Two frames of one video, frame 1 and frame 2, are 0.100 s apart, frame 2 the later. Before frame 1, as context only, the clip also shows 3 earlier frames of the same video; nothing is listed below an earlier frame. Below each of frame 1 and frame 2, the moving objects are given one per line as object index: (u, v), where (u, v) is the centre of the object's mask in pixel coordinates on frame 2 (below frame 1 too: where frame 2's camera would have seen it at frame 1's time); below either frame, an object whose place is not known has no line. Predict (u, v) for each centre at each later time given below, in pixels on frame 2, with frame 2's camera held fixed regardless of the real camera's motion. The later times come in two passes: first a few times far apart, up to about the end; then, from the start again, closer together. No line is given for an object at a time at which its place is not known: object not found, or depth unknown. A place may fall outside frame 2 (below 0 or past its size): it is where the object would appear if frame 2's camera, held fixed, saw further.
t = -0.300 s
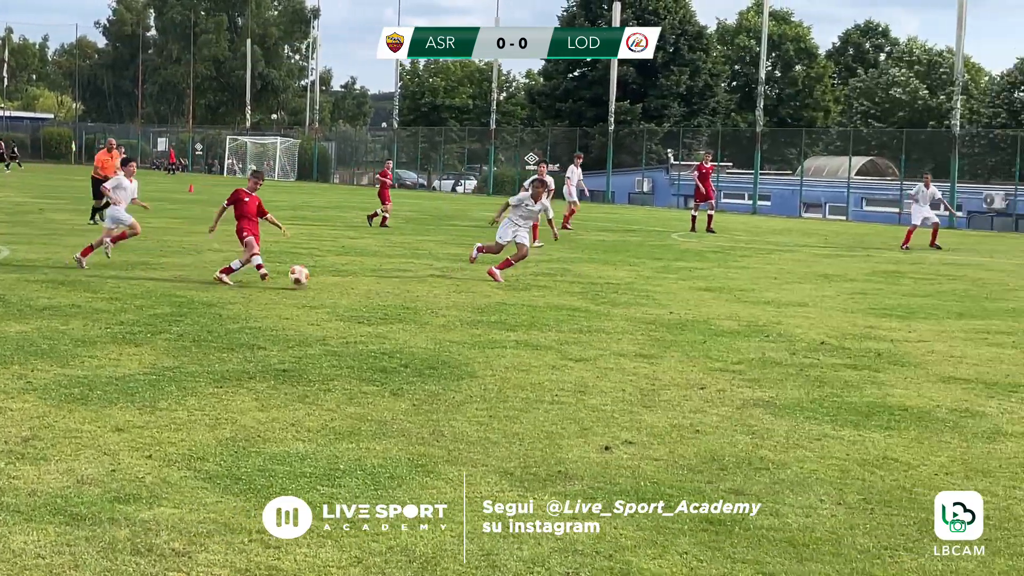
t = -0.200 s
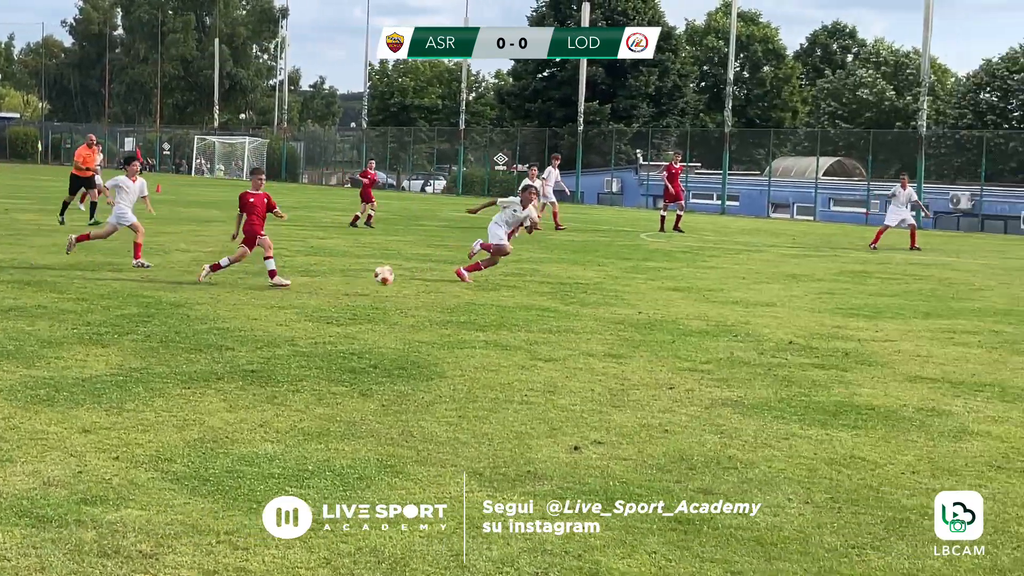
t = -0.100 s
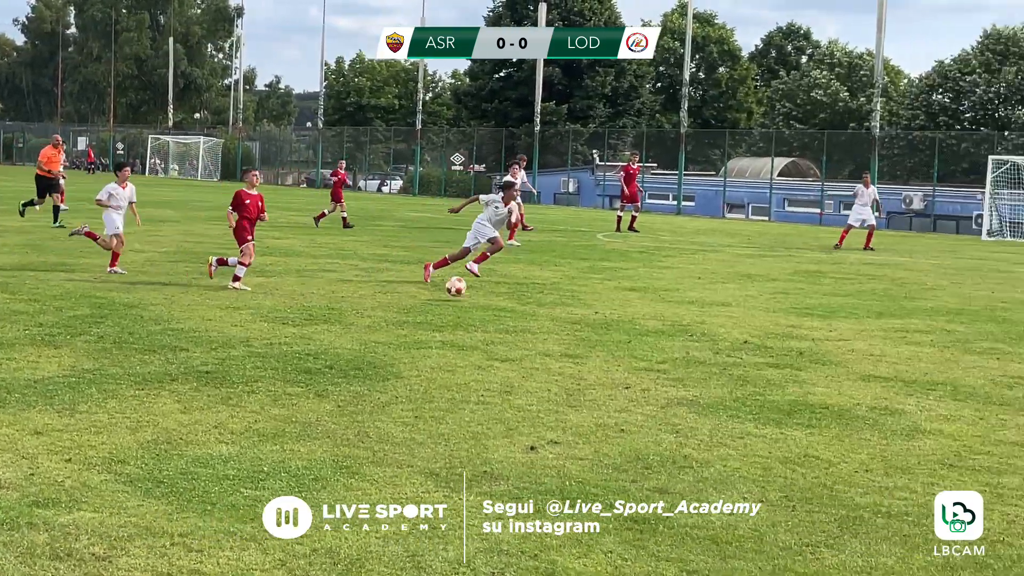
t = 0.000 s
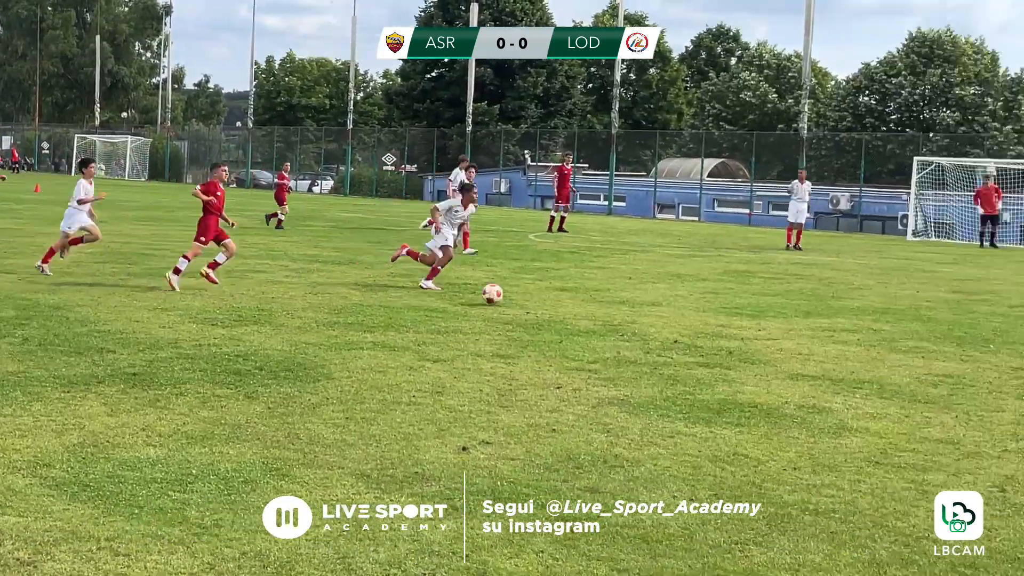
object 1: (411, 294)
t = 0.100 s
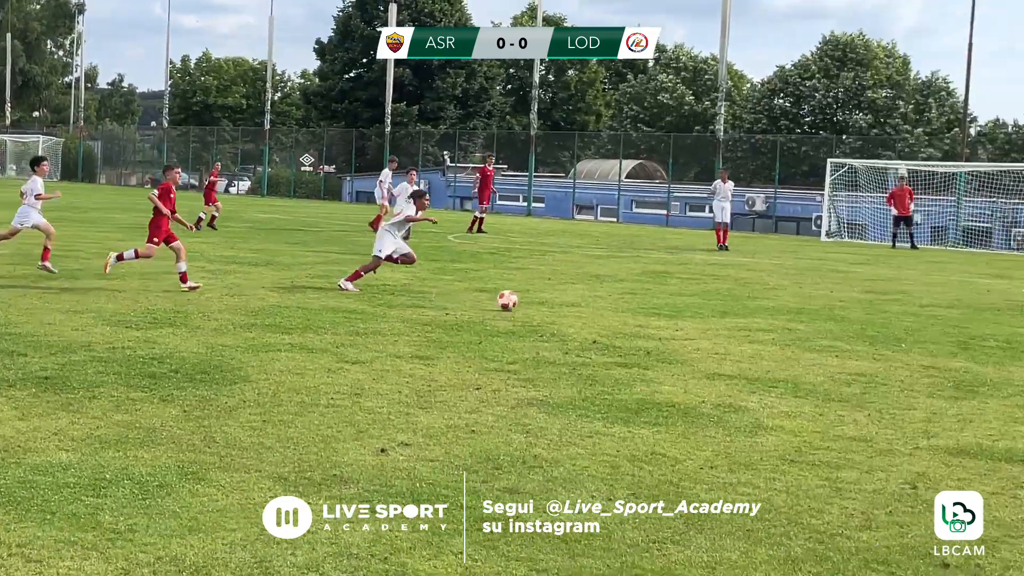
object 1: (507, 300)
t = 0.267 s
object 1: (654, 296)
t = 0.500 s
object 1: (852, 308)
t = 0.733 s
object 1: (1056, 320)
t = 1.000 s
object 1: (1306, 320)
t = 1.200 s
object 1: (1505, 331)
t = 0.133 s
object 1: (539, 303)
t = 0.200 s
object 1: (597, 298)
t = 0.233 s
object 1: (626, 298)
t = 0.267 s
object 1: (654, 296)
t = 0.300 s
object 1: (683, 298)
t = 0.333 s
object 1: (711, 300)
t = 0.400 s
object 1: (766, 308)
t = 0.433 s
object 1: (794, 313)
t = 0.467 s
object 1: (822, 312)
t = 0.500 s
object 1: (852, 308)
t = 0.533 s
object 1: (880, 307)
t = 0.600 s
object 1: (938, 307)
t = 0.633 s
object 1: (967, 308)
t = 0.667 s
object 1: (997, 311)
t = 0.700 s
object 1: (1026, 316)
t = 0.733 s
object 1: (1056, 320)
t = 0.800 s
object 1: (1116, 323)
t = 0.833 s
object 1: (1148, 320)
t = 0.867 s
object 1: (1179, 318)
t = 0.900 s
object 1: (1210, 316)
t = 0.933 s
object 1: (1242, 317)
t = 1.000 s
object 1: (1306, 320)
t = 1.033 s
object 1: (1339, 325)
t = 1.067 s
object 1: (1370, 330)
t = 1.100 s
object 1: (1403, 337)
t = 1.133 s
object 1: (1437, 341)
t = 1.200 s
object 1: (1505, 331)
